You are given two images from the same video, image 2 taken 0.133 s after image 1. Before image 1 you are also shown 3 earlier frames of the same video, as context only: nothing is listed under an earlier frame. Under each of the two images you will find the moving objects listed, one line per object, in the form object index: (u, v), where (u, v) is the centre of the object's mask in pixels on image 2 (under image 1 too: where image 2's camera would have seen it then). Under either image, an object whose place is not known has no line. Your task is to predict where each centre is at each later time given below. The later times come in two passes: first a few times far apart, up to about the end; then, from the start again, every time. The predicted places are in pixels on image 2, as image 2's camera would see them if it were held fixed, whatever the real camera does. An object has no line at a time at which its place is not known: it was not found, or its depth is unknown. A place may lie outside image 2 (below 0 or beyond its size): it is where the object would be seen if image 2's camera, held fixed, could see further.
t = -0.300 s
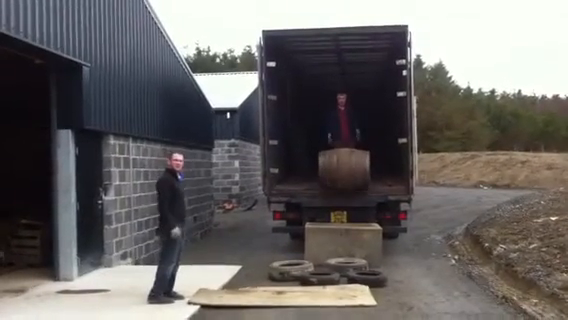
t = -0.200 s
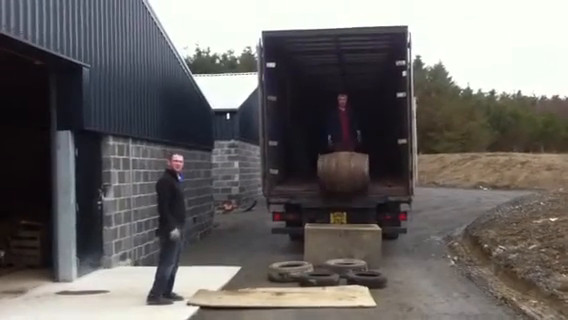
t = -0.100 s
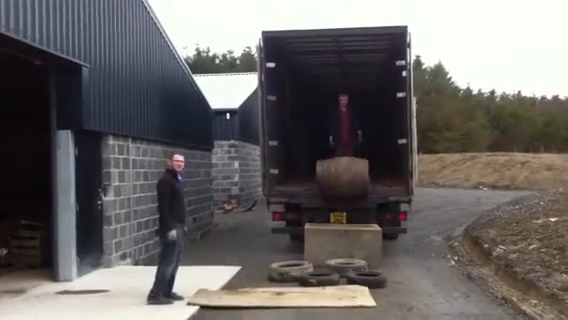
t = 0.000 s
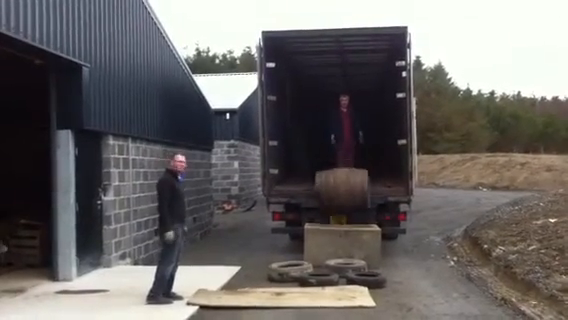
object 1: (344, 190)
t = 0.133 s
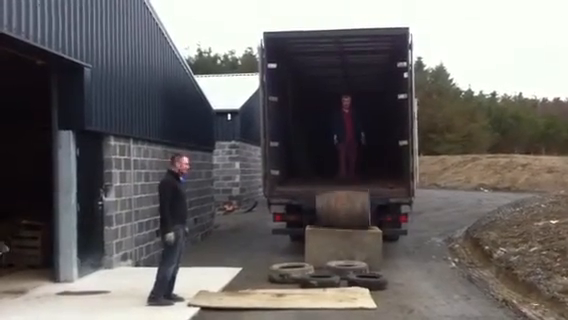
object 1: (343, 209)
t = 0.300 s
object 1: (345, 207)
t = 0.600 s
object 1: (348, 209)
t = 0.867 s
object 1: (347, 215)
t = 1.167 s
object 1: (345, 242)
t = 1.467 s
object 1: (348, 244)
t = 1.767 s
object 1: (350, 251)
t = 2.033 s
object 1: (349, 253)
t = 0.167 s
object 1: (344, 210)
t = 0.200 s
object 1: (343, 209)
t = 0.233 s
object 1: (344, 208)
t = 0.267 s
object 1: (345, 207)
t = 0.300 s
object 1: (345, 207)
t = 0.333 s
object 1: (345, 206)
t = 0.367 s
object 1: (346, 206)
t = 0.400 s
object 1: (346, 206)
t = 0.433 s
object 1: (346, 207)
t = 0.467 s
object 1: (347, 208)
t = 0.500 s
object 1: (347, 209)
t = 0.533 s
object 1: (348, 209)
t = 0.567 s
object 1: (348, 209)
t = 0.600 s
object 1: (348, 209)
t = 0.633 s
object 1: (348, 209)
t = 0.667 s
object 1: (348, 209)
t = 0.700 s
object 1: (348, 210)
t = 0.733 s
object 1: (348, 211)
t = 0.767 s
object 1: (347, 211)
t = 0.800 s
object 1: (347, 212)
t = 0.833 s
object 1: (347, 214)
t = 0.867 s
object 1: (347, 215)
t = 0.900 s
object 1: (347, 217)
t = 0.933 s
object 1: (347, 218)
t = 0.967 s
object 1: (347, 221)
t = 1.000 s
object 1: (346, 224)
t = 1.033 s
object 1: (346, 226)
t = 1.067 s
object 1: (346, 230)
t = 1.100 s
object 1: (345, 235)
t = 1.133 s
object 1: (346, 239)
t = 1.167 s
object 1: (345, 242)
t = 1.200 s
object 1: (346, 243)
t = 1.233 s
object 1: (346, 242)
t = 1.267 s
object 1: (346, 242)
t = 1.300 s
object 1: (347, 242)
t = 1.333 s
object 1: (347, 242)
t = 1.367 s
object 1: (347, 242)
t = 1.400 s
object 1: (348, 243)
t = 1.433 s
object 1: (348, 244)
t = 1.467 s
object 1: (348, 244)
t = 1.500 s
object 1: (349, 244)
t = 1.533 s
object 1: (349, 245)
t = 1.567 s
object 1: (350, 246)
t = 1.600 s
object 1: (351, 249)
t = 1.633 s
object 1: (351, 250)
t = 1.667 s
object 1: (351, 250)
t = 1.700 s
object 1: (350, 251)
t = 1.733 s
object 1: (350, 251)
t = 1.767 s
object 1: (350, 251)
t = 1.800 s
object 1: (350, 251)
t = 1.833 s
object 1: (350, 251)
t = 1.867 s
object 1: (350, 252)
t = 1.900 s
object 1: (349, 252)
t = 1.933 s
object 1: (349, 252)
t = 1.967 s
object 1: (349, 252)
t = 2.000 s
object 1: (349, 253)
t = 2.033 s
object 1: (349, 253)
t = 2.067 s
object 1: (349, 254)
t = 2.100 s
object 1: (350, 253)
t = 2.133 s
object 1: (350, 254)
